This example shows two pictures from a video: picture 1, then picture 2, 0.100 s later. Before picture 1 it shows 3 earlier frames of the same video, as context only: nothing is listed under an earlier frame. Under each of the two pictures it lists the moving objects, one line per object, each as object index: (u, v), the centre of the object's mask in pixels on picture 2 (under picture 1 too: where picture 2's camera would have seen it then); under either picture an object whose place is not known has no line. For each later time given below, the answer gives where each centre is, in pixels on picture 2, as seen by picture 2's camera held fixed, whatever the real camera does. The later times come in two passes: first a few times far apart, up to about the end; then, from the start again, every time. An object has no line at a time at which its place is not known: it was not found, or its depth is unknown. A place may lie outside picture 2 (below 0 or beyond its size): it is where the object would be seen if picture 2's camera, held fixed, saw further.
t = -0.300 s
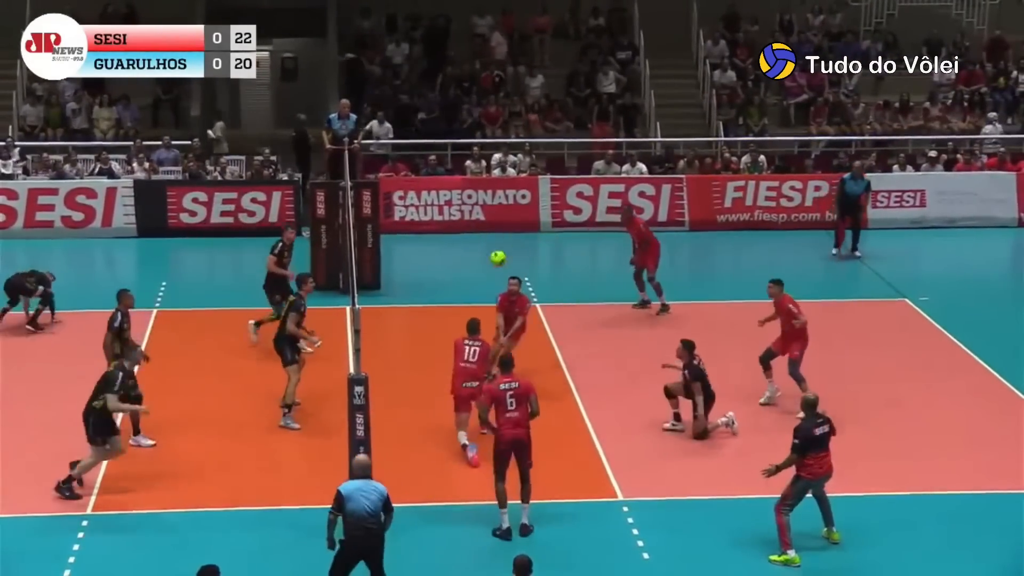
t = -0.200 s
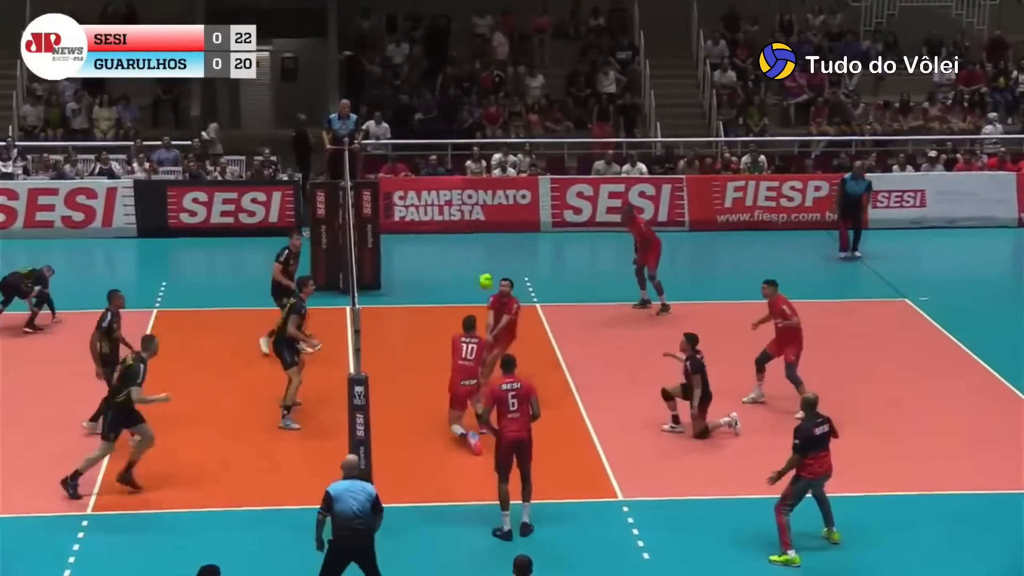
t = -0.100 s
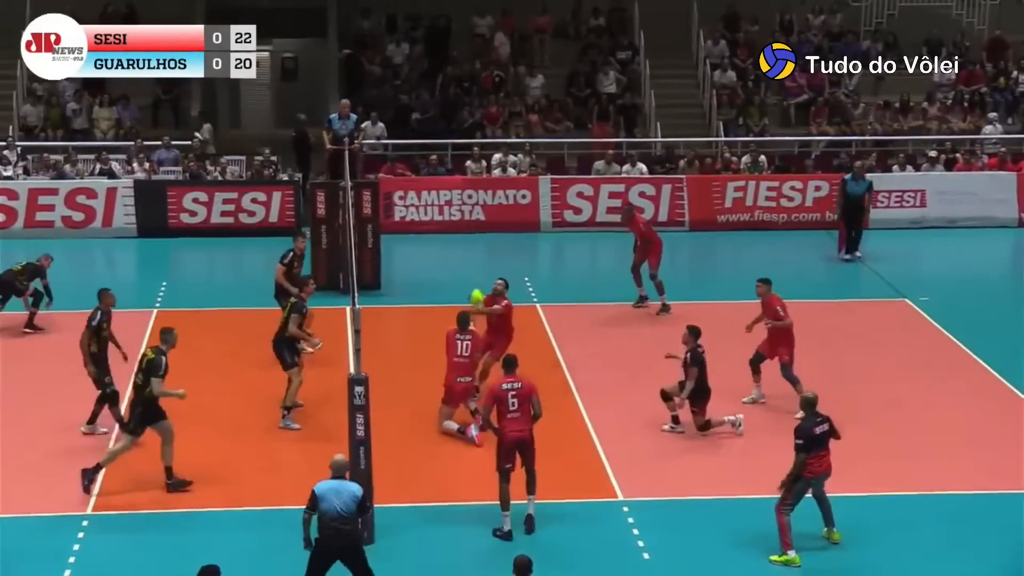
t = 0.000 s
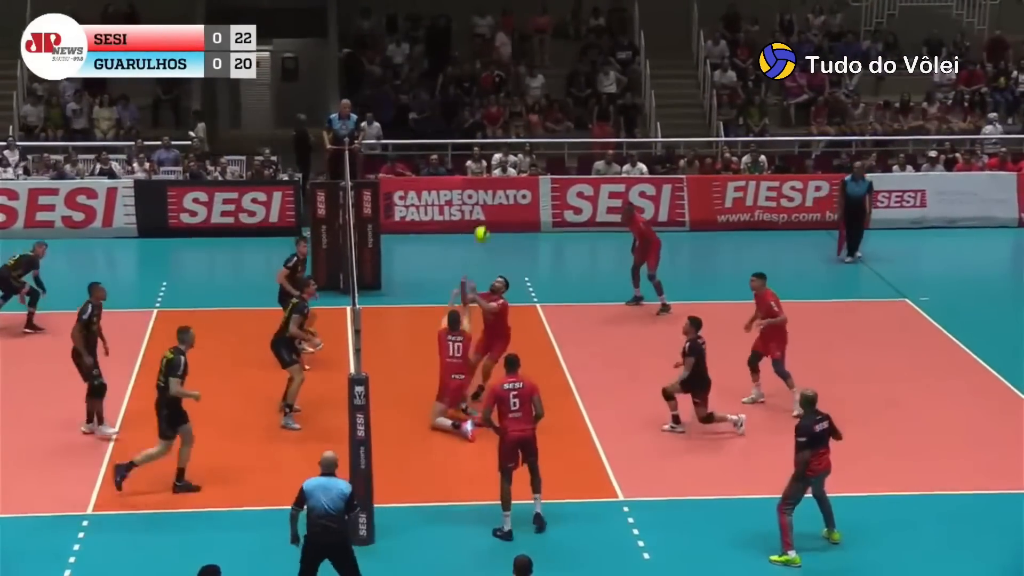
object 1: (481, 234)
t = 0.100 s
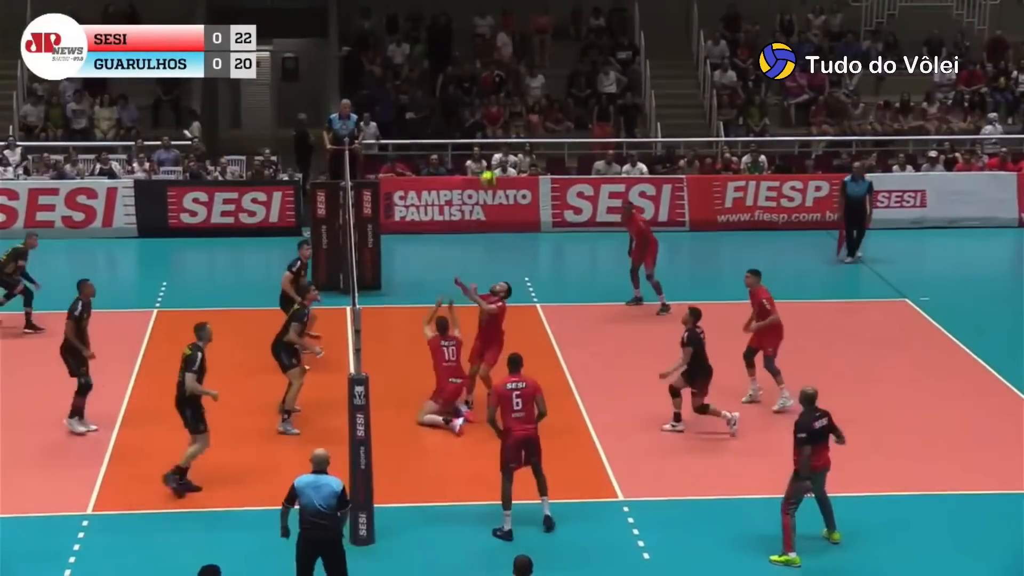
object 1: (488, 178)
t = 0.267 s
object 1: (498, 107)
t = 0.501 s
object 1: (514, 39)
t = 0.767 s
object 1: (530, 17)
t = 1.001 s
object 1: (544, 37)
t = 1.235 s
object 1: (554, 97)
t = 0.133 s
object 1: (490, 163)
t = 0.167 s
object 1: (493, 147)
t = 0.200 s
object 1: (495, 132)
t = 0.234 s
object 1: (497, 117)
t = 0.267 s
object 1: (498, 107)
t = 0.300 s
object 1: (502, 94)
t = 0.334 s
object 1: (504, 83)
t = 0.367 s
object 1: (505, 72)
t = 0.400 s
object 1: (507, 63)
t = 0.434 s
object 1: (510, 54)
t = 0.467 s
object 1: (512, 46)
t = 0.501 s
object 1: (514, 39)
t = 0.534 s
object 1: (516, 34)
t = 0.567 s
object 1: (518, 29)
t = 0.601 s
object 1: (520, 25)
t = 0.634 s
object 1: (522, 21)
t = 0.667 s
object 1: (524, 19)
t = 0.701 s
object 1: (526, 18)
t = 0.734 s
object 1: (528, 17)
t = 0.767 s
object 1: (530, 17)
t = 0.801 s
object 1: (532, 18)
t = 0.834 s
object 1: (534, 19)
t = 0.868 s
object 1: (536, 21)
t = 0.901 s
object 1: (538, 25)
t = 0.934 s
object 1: (540, 27)
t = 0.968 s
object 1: (541, 34)
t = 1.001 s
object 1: (544, 37)
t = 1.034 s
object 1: (545, 45)
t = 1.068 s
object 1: (546, 52)
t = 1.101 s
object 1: (548, 59)
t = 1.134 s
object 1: (550, 67)
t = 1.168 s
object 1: (552, 76)
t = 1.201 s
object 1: (553, 85)
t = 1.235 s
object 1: (554, 97)
